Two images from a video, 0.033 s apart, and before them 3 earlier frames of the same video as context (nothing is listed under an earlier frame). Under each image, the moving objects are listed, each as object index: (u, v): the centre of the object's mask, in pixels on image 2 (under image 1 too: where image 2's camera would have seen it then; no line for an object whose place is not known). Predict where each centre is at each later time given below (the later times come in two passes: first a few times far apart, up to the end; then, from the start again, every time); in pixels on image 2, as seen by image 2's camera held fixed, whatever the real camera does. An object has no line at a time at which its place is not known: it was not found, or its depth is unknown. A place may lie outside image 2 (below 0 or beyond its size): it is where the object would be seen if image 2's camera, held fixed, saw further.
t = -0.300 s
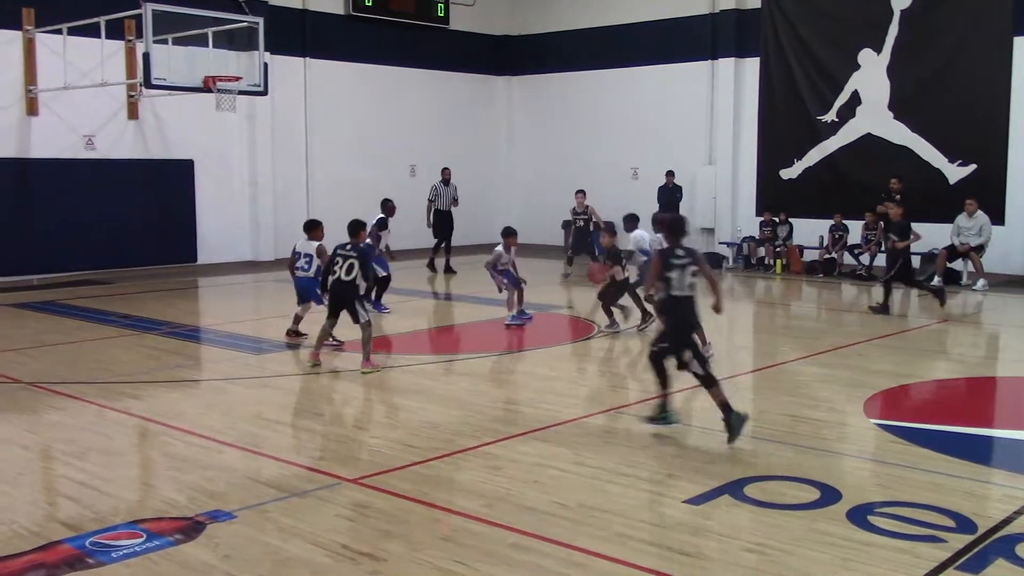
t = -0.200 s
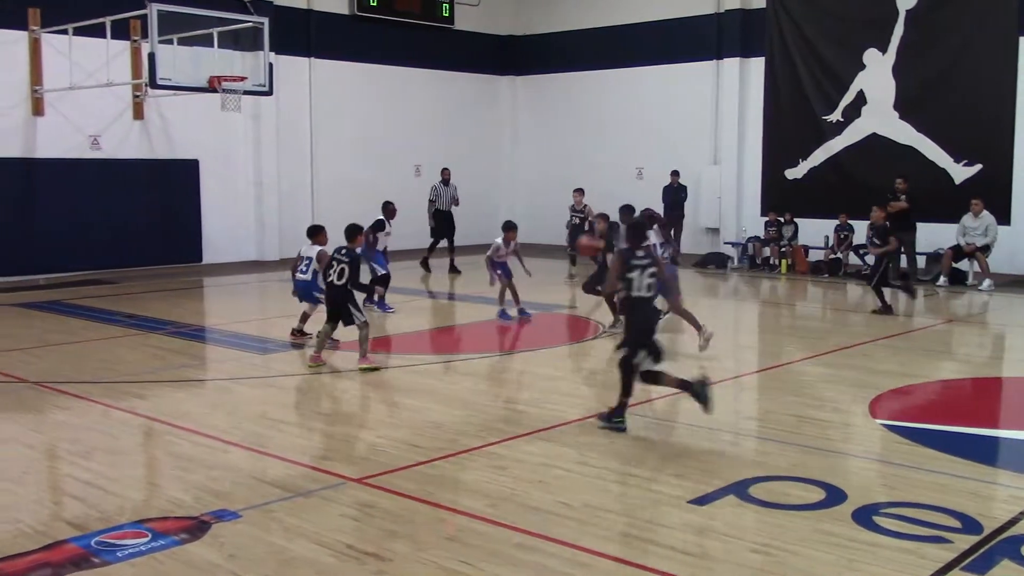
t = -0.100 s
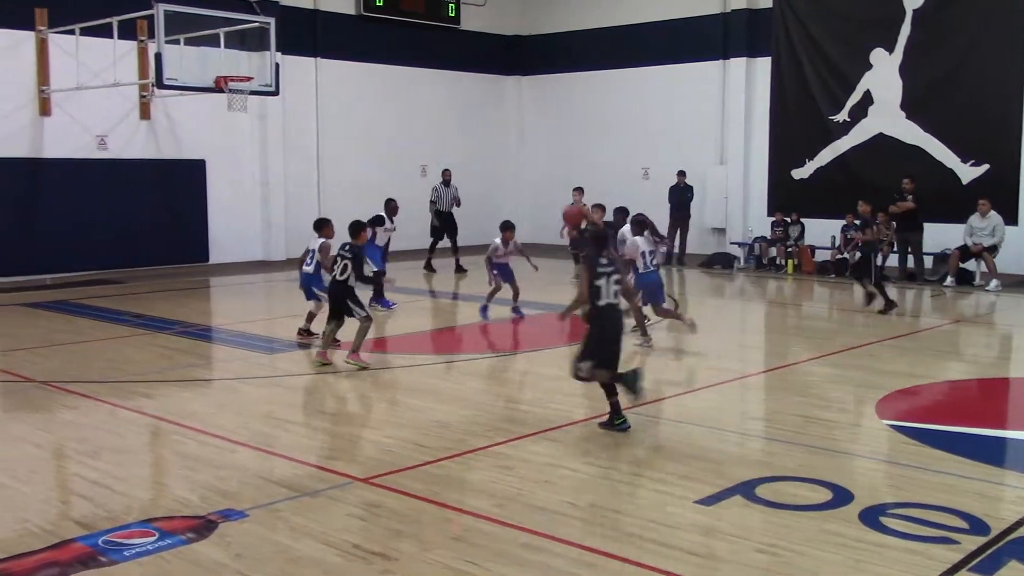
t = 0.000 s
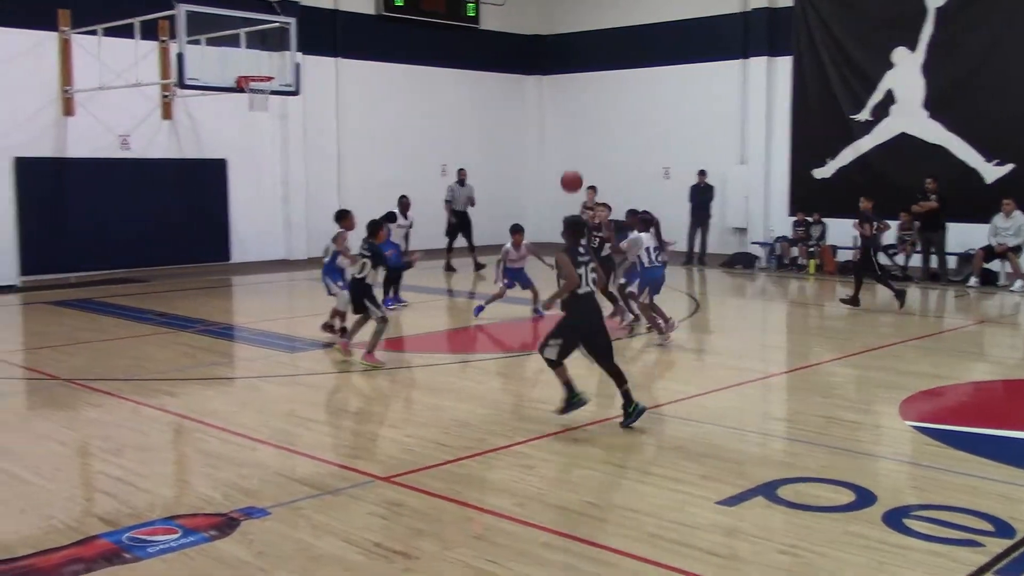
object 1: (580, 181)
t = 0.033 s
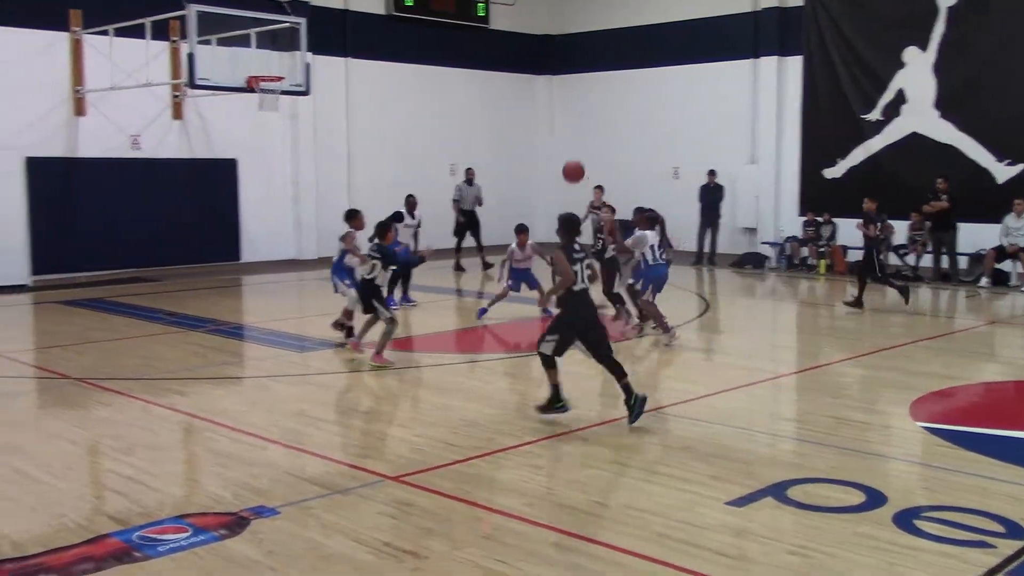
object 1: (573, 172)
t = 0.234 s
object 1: (525, 132)
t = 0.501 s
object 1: (449, 142)
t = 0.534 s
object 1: (439, 150)
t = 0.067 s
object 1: (566, 163)
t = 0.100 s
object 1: (558, 154)
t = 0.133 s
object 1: (550, 148)
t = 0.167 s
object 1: (542, 141)
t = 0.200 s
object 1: (534, 136)
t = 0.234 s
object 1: (525, 132)
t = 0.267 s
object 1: (517, 129)
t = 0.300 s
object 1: (508, 127)
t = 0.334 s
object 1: (499, 127)
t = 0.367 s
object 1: (489, 127)
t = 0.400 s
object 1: (480, 129)
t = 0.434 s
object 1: (469, 132)
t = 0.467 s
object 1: (460, 137)
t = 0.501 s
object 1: (449, 142)
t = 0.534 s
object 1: (439, 150)
